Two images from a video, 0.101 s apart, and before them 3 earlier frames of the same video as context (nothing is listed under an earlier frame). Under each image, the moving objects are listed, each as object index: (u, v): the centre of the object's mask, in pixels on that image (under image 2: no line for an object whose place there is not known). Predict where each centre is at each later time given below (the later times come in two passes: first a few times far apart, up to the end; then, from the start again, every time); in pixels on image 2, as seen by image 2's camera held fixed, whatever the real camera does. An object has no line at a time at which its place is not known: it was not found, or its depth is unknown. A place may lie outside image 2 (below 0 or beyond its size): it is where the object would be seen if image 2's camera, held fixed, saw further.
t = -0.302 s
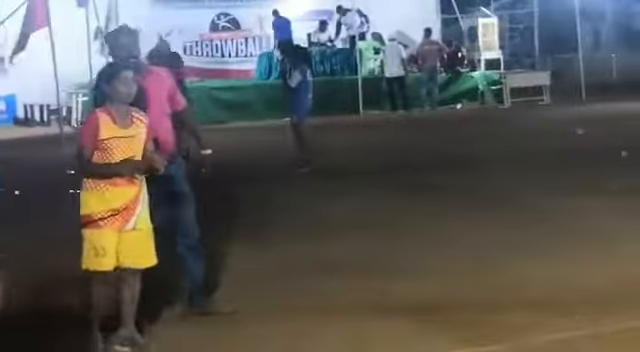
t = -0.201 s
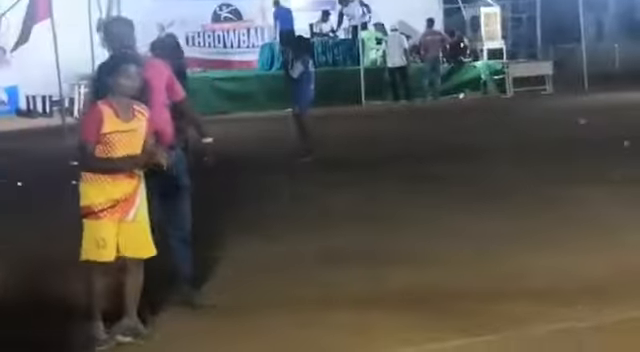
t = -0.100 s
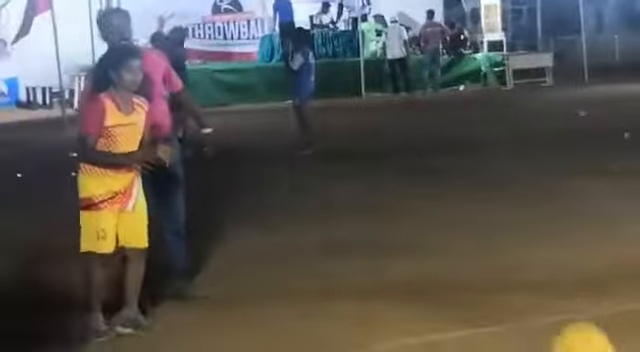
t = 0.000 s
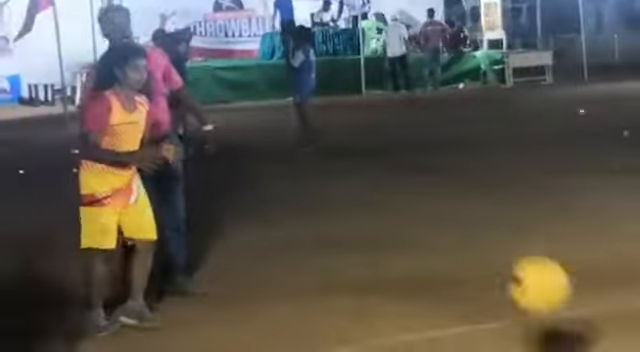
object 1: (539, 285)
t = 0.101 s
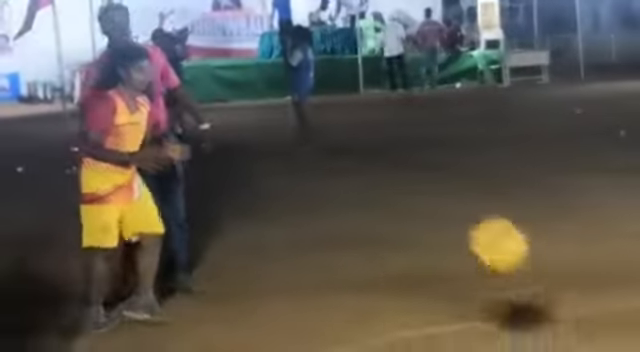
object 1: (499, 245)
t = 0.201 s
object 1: (462, 230)
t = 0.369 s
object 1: (410, 260)
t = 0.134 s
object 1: (487, 237)
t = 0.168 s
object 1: (475, 232)
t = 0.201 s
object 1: (462, 230)
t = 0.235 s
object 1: (452, 231)
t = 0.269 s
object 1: (442, 234)
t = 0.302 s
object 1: (430, 239)
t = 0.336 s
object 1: (424, 249)
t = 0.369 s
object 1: (410, 260)
